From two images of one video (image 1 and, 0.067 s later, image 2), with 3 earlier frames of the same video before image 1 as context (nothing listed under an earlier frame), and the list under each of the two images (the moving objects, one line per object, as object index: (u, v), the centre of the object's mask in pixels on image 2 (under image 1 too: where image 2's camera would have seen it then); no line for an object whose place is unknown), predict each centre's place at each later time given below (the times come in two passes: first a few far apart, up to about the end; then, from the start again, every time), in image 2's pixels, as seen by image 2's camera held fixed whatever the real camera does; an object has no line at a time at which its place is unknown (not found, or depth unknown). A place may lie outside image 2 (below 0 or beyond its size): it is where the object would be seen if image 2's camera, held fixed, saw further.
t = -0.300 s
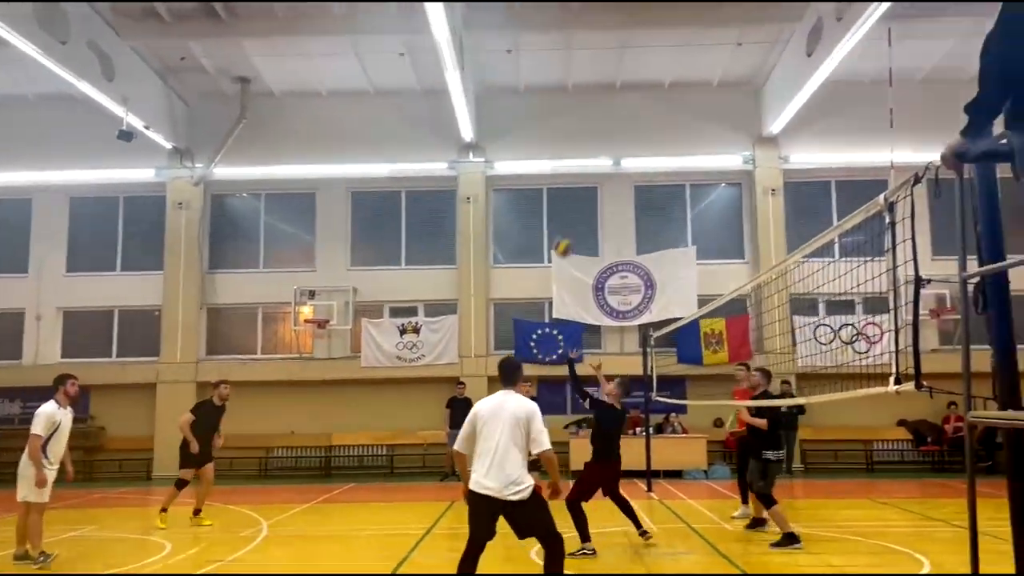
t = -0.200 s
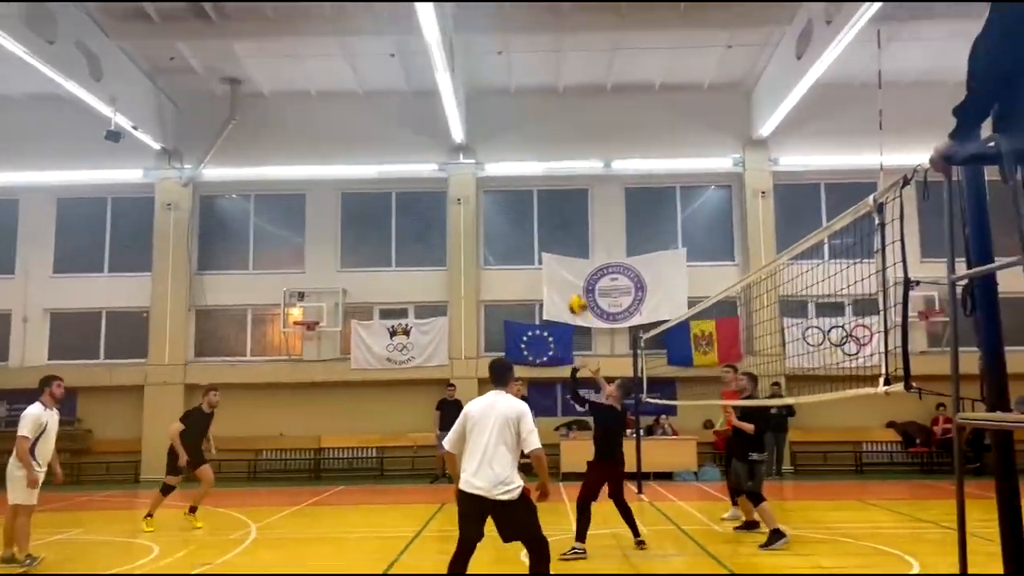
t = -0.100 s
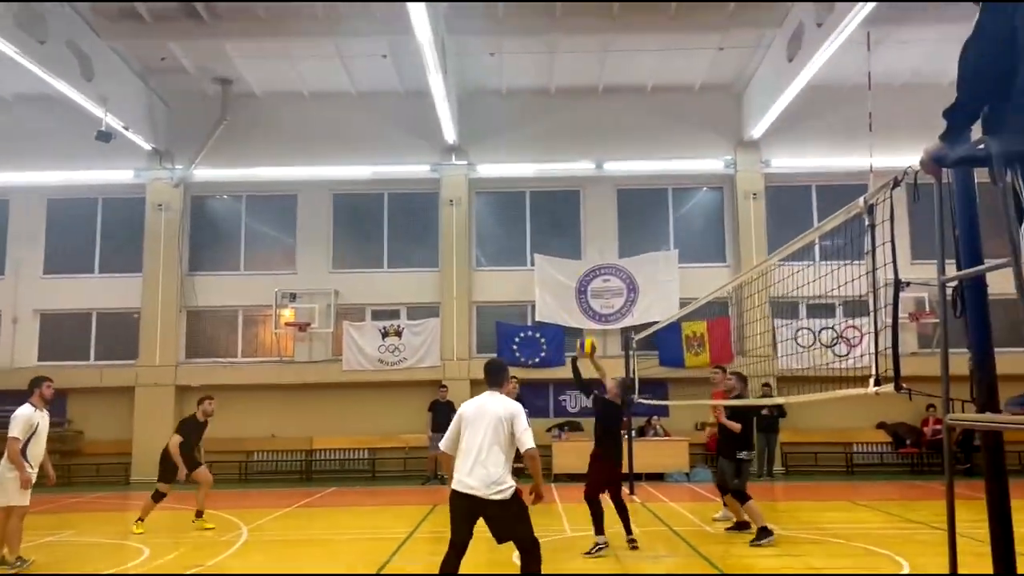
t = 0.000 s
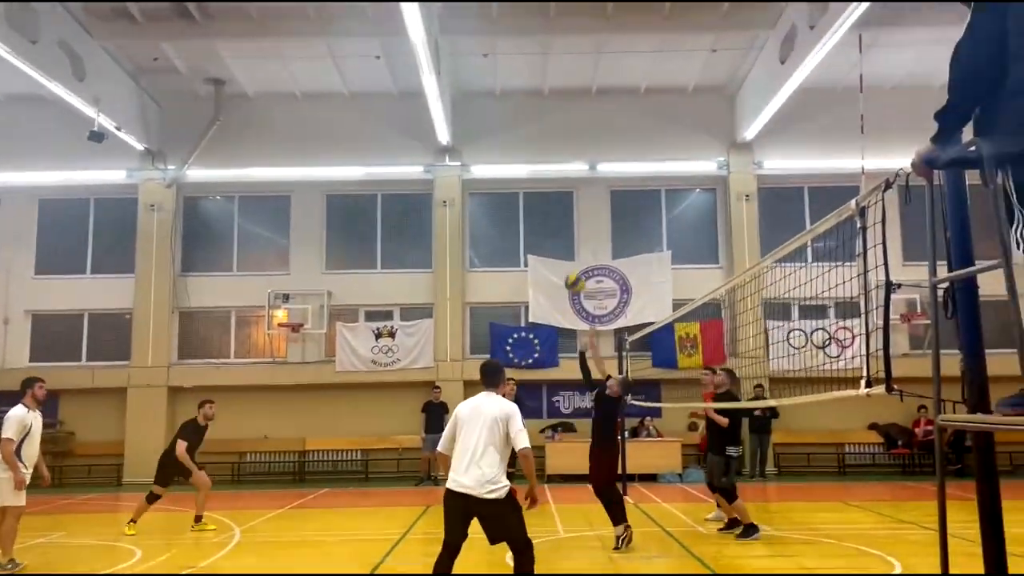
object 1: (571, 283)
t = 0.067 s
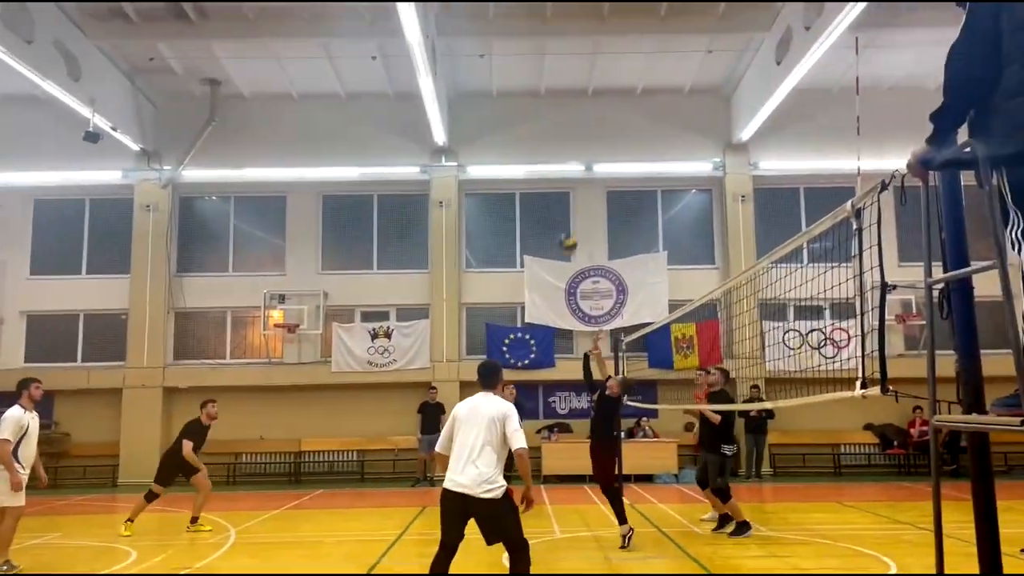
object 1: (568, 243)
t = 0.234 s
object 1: (558, 164)
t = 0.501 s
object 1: (545, 88)
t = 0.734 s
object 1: (535, 76)
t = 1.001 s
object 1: (523, 133)
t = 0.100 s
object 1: (565, 225)
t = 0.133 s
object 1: (563, 208)
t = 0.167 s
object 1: (562, 193)
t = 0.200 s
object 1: (560, 179)
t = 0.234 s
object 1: (558, 164)
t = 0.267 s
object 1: (556, 151)
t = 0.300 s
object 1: (555, 140)
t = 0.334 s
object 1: (553, 129)
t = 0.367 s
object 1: (550, 119)
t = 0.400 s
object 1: (548, 110)
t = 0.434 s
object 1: (547, 101)
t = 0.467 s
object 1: (546, 95)
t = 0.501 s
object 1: (545, 88)
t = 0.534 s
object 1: (544, 84)
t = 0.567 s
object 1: (542, 79)
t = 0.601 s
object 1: (541, 76)
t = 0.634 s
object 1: (539, 75)
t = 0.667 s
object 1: (538, 75)
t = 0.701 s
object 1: (536, 75)
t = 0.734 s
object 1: (535, 76)
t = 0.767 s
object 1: (534, 79)
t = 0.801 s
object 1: (532, 83)
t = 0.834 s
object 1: (531, 88)
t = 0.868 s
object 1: (530, 95)
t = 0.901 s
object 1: (528, 102)
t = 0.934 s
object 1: (526, 112)
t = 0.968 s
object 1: (525, 121)
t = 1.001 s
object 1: (523, 133)
